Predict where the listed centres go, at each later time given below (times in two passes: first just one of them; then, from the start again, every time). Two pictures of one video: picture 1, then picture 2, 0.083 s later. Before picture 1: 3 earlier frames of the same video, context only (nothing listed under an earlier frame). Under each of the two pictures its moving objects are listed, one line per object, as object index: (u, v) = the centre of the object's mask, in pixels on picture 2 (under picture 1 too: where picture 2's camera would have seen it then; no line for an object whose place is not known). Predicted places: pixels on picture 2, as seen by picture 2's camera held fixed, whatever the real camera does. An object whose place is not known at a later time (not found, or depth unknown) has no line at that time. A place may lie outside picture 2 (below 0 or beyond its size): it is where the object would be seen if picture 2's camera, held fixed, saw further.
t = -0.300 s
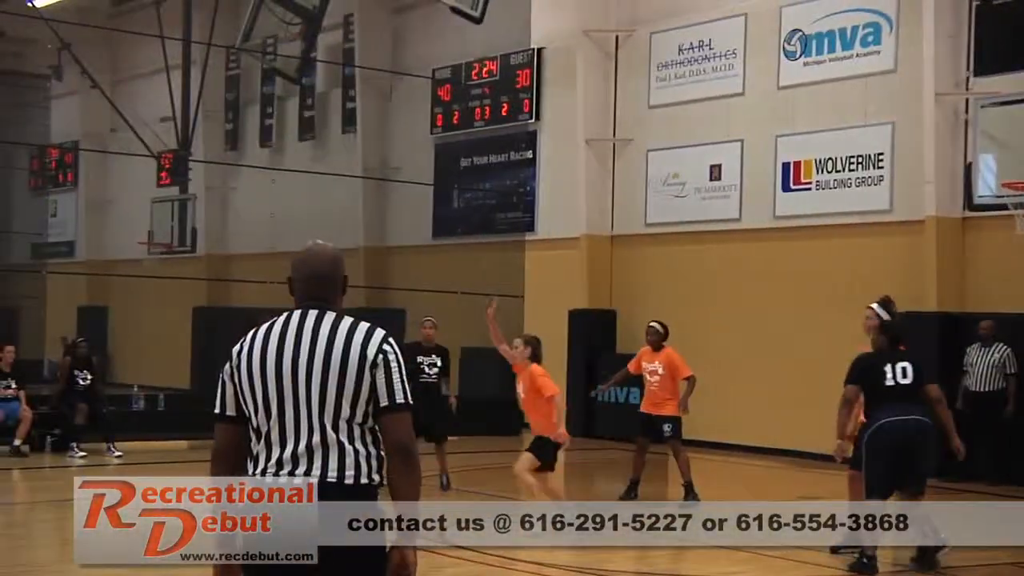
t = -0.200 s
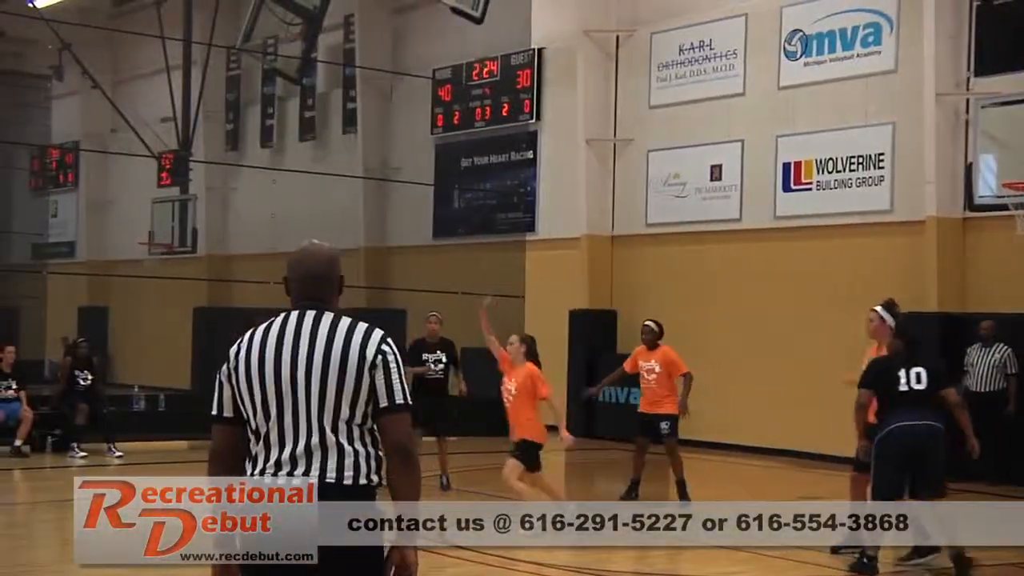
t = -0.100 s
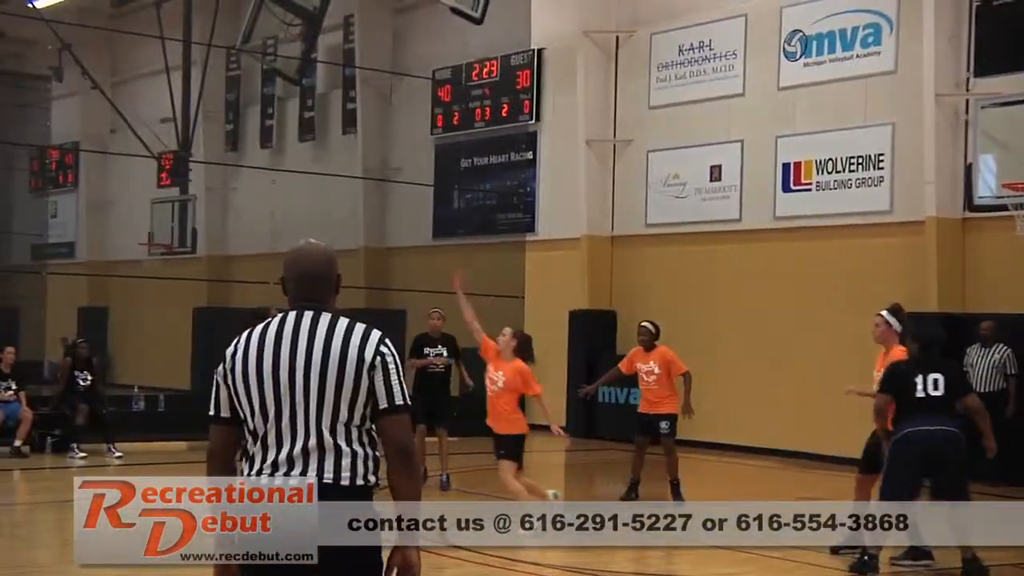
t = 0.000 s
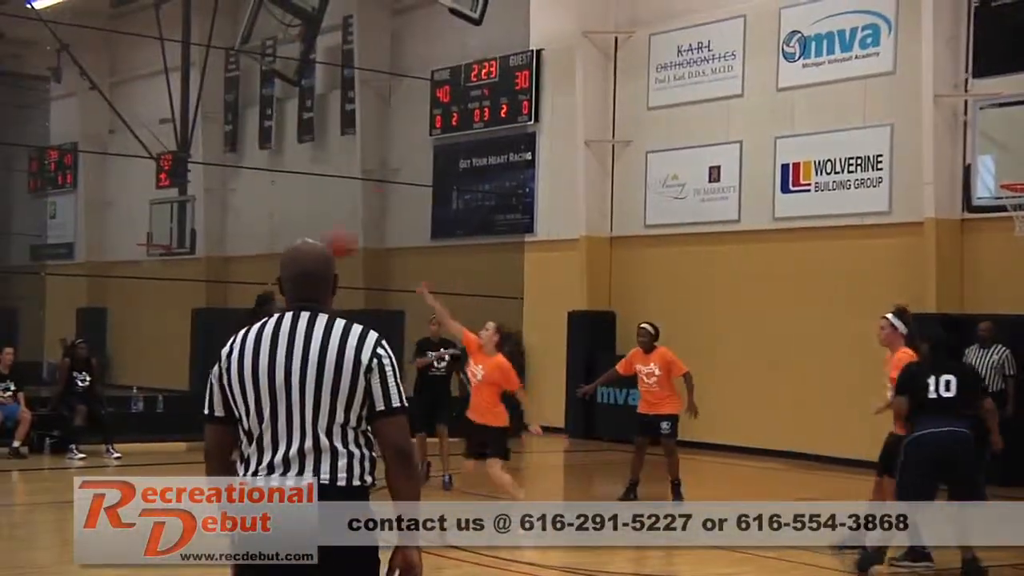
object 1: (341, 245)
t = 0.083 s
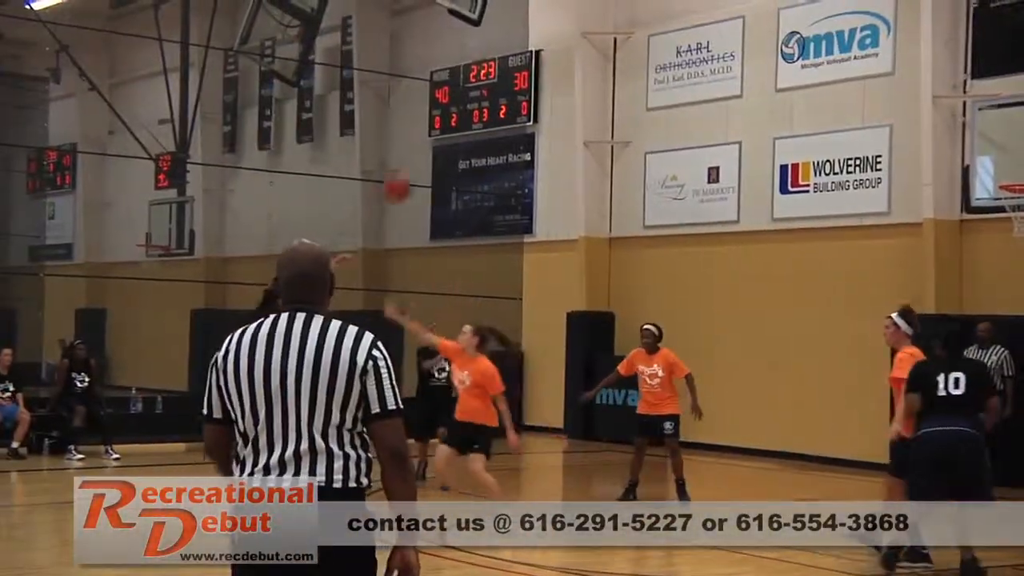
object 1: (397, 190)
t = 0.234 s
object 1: (502, 103)
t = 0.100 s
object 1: (410, 177)
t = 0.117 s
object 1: (422, 166)
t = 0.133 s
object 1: (433, 154)
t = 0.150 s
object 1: (446, 144)
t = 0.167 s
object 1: (458, 136)
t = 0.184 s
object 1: (467, 127)
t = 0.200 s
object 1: (477, 118)
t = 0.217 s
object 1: (491, 111)
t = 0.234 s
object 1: (502, 103)
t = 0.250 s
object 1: (512, 96)
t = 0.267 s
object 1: (523, 89)
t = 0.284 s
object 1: (535, 83)
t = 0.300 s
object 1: (544, 77)
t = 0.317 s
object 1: (554, 71)
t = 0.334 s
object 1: (565, 66)
